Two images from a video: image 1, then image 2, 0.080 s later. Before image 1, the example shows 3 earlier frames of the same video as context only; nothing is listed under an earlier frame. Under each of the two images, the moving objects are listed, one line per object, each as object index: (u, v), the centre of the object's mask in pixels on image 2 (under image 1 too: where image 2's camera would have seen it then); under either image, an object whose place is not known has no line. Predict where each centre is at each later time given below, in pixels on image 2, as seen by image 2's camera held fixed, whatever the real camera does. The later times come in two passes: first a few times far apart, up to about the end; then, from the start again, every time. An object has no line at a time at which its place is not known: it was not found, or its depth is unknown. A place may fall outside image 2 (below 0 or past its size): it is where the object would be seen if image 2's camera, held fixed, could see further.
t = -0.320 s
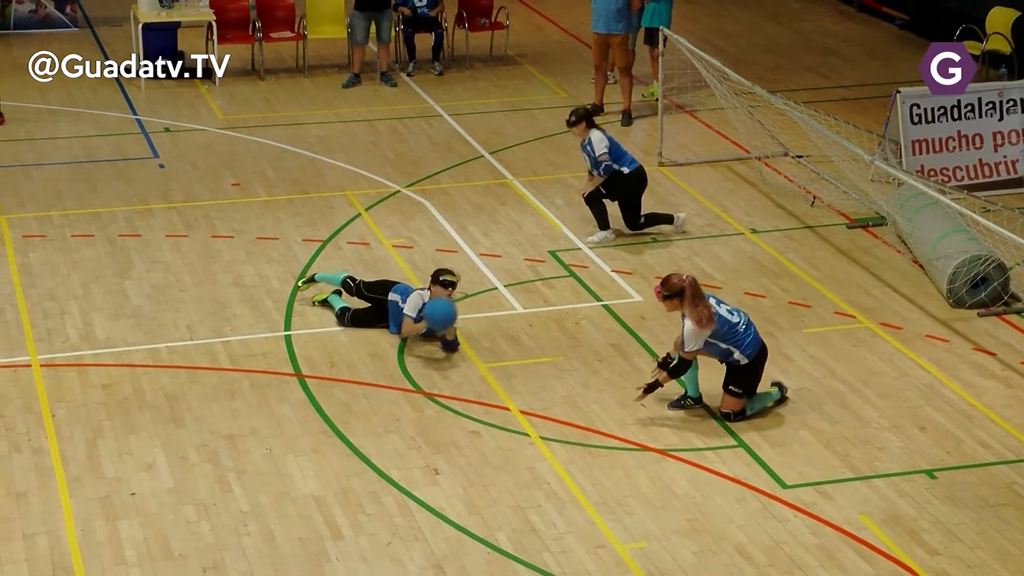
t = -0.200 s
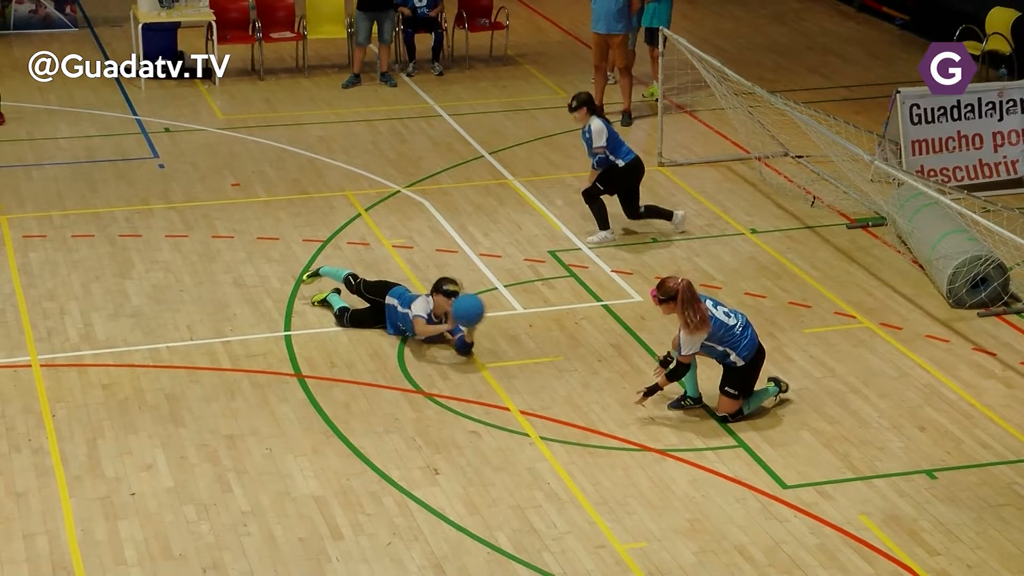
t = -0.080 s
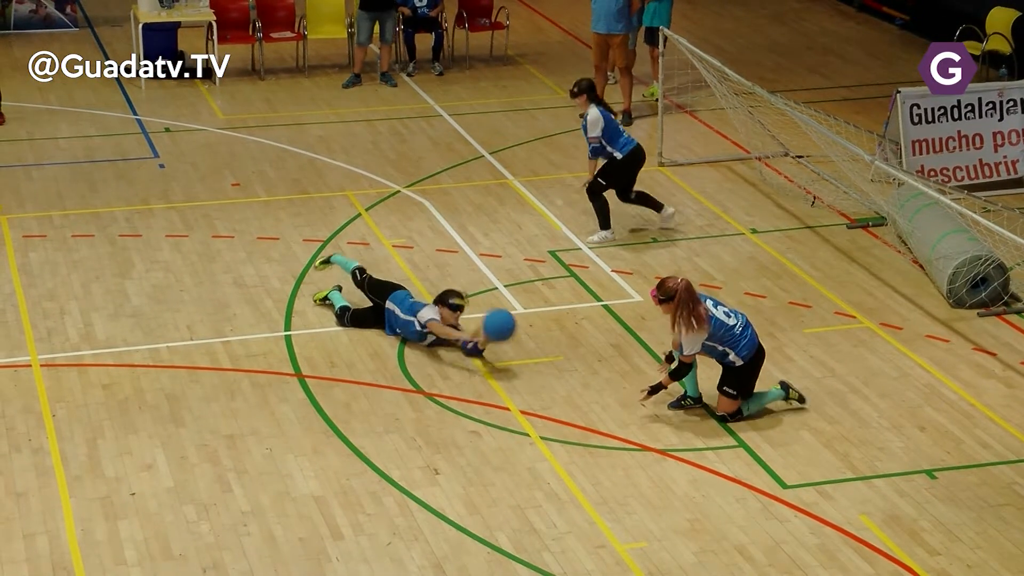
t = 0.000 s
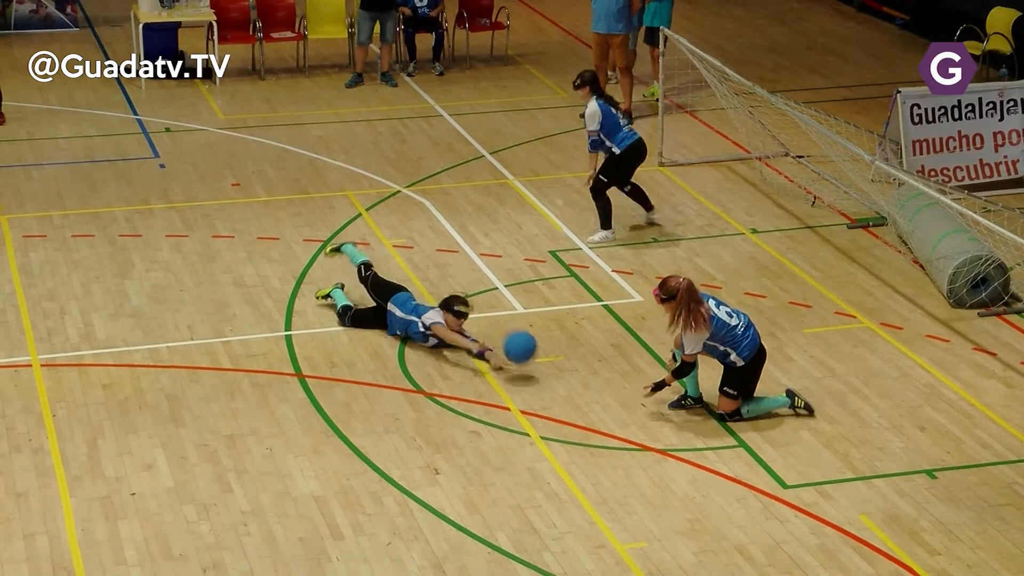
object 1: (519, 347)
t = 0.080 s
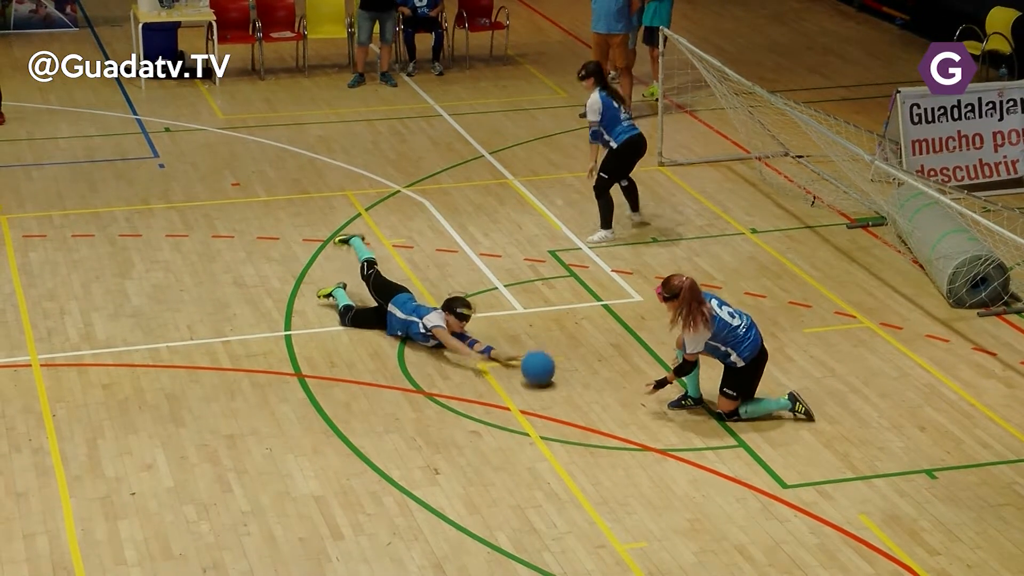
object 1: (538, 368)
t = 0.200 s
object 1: (556, 356)
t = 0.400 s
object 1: (588, 380)
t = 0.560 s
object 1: (613, 380)
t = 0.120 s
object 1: (544, 361)
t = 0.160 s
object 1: (550, 358)
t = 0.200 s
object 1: (556, 356)
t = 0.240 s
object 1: (563, 356)
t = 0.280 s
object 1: (569, 359)
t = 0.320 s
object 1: (576, 363)
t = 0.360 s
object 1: (582, 370)
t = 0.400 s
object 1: (588, 380)
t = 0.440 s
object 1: (594, 381)
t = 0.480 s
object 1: (600, 378)
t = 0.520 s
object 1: (606, 378)
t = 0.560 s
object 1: (613, 380)
